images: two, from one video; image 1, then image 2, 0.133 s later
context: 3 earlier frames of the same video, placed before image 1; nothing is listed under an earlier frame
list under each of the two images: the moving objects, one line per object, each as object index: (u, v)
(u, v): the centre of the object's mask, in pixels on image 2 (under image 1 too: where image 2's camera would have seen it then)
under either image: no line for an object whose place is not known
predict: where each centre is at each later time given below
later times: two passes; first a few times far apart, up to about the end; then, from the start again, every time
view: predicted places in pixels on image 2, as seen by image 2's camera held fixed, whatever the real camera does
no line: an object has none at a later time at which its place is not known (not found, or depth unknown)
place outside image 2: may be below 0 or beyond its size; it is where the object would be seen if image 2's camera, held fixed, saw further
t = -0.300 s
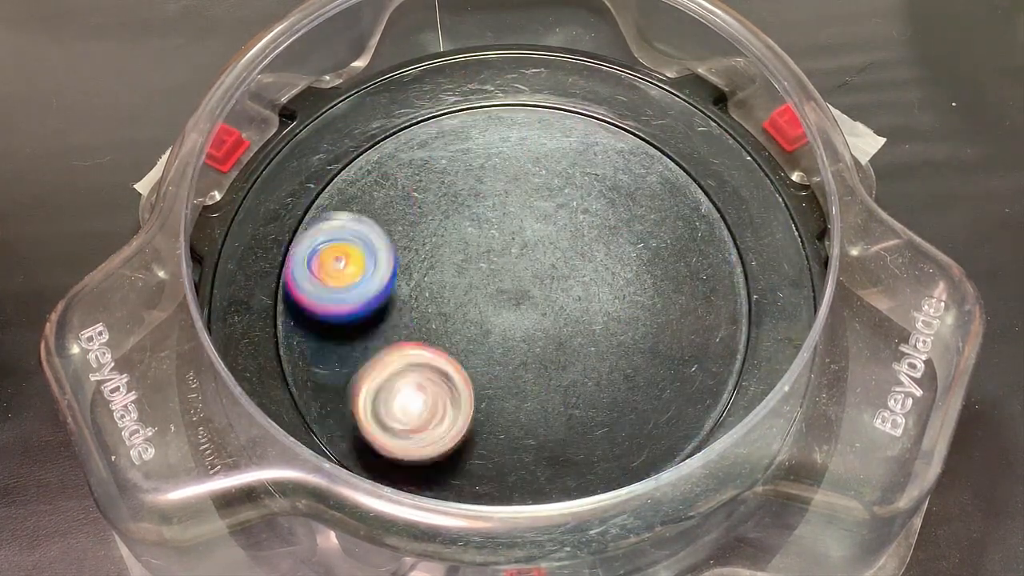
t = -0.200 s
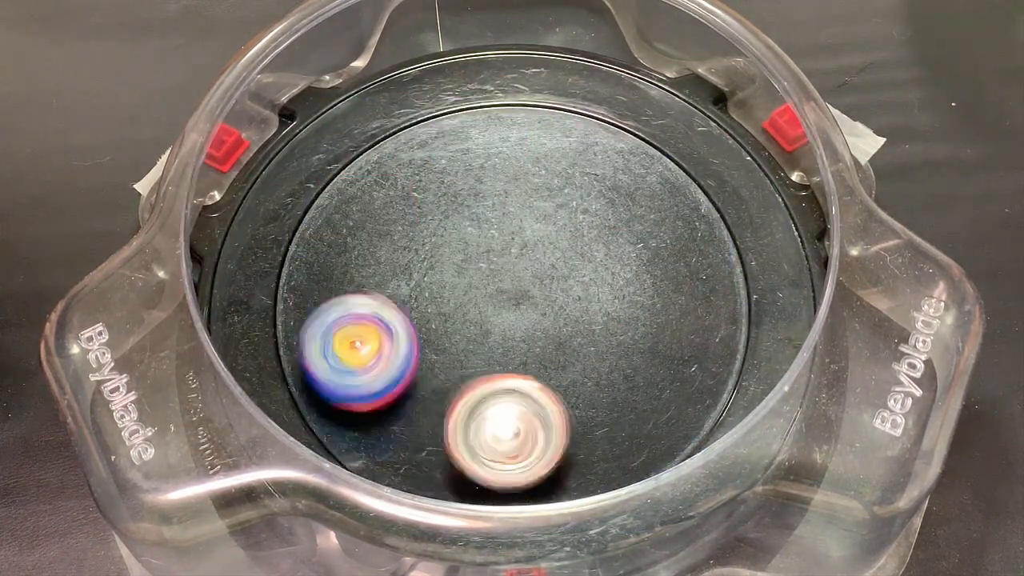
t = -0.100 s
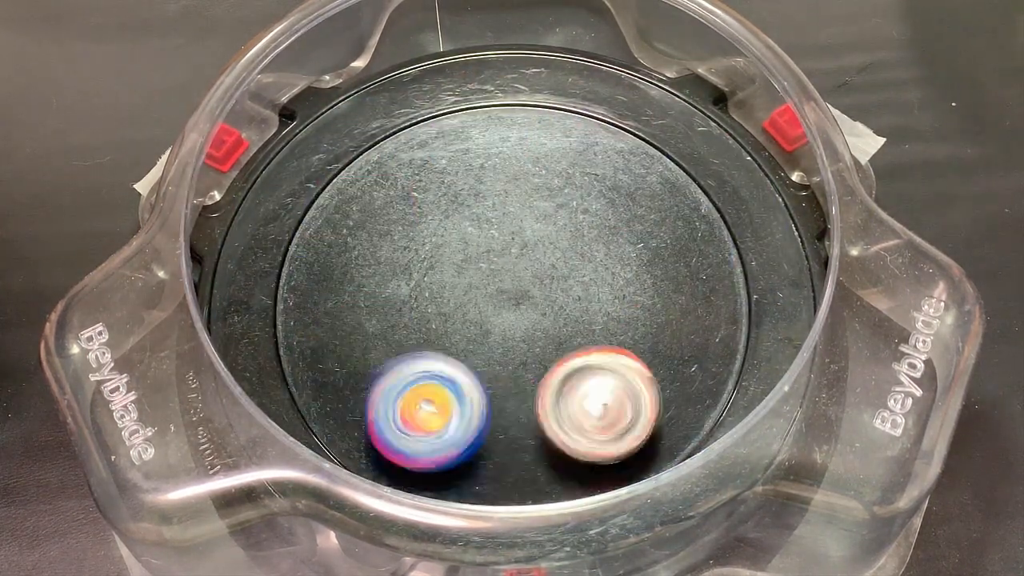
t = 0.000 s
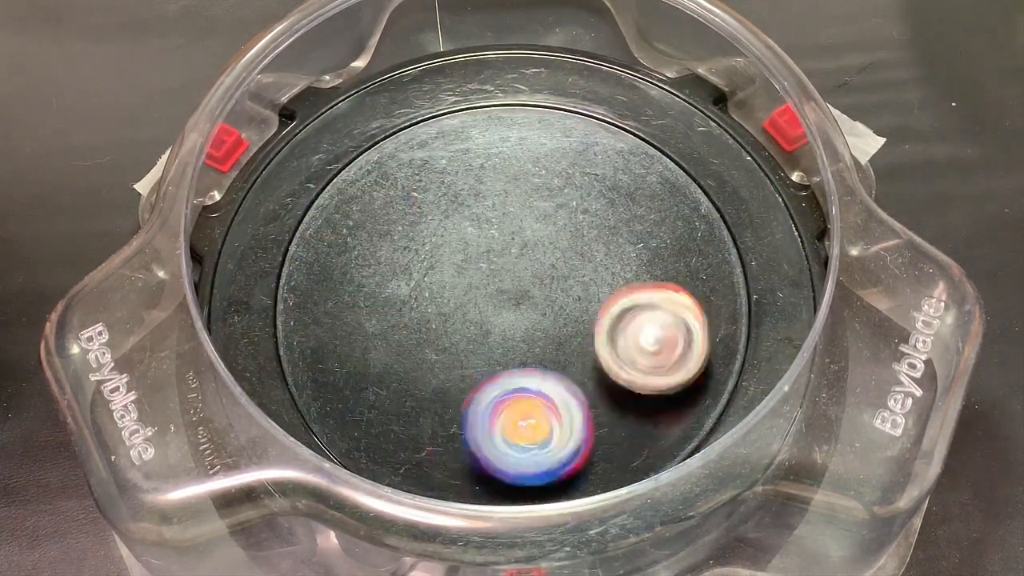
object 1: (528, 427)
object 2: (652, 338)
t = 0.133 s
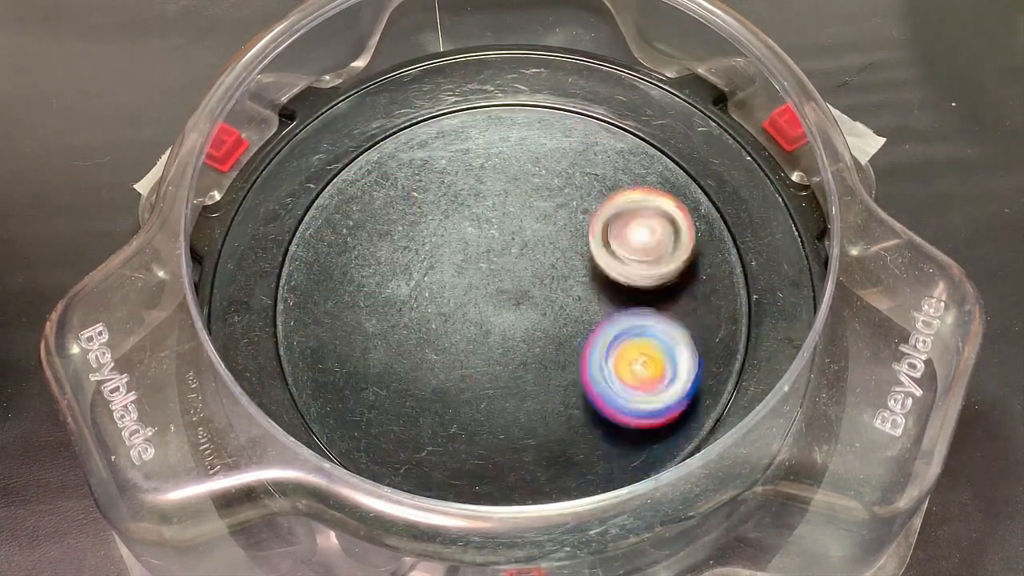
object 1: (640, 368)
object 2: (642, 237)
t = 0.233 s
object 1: (671, 289)
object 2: (589, 187)
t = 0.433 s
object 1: (594, 159)
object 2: (462, 183)
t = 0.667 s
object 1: (413, 167)
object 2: (412, 302)
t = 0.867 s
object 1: (354, 306)
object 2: (494, 356)
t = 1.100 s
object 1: (511, 424)
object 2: (586, 292)
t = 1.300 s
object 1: (659, 336)
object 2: (566, 241)
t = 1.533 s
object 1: (612, 176)
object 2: (492, 247)
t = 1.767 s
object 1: (434, 163)
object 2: (463, 287)
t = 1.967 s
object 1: (352, 283)
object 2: (491, 304)
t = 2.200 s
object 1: (472, 417)
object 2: (523, 292)
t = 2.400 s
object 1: (634, 361)
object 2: (534, 278)
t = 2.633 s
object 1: (629, 197)
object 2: (527, 260)
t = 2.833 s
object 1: (491, 146)
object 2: (514, 260)
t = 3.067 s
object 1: (363, 247)
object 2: (510, 264)
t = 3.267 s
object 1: (413, 383)
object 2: (516, 264)
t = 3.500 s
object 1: (606, 385)
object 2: (524, 264)
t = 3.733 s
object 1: (650, 229)
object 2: (525, 265)
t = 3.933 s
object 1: (530, 154)
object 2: (520, 268)
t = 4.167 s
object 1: (382, 223)
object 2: (516, 267)
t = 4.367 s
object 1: (390, 357)
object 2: (516, 263)
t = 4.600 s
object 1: (566, 401)
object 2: (516, 262)
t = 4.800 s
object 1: (654, 287)
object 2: (516, 264)
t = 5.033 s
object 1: (563, 163)
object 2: (518, 264)
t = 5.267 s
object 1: (405, 195)
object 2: (520, 262)
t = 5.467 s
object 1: (375, 322)
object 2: (519, 263)
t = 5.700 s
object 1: (526, 407)
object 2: (521, 265)
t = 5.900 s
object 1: (645, 324)
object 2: (522, 264)
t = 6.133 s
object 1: (599, 188)
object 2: (521, 267)
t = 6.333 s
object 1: (467, 170)
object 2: (522, 267)
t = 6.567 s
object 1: (376, 278)
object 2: (521, 267)
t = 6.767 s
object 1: (446, 387)
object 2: (521, 264)
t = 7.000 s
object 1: (610, 358)
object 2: (519, 265)
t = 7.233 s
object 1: (622, 220)
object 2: (516, 263)
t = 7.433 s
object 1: (561, 126)
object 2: (462, 306)
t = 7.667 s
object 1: (472, 132)
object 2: (425, 352)
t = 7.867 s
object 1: (456, 233)
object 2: (455, 351)
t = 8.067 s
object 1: (532, 258)
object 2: (501, 432)
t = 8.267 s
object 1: (612, 276)
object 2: (532, 357)
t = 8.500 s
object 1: (613, 251)
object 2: (497, 244)
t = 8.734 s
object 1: (549, 303)
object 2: (441, 185)
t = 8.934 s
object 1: (524, 353)
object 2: (450, 194)
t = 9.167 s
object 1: (508, 344)
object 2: (523, 243)
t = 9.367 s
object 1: (475, 367)
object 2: (599, 230)
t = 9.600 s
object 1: (478, 328)
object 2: (614, 260)
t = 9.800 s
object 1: (464, 261)
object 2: (572, 313)
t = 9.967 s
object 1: (446, 230)
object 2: (527, 347)
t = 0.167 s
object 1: (656, 344)
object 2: (628, 217)
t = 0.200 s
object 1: (666, 318)
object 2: (609, 200)
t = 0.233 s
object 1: (671, 289)
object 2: (589, 187)
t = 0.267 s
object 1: (670, 262)
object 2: (568, 178)
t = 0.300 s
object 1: (663, 236)
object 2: (545, 170)
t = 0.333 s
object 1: (652, 213)
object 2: (523, 167)
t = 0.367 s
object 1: (635, 191)
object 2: (502, 170)
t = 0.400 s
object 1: (617, 174)
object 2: (481, 174)
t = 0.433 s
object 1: (594, 159)
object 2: (462, 183)
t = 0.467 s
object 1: (569, 148)
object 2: (445, 196)
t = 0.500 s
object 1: (543, 140)
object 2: (431, 209)
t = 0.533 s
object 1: (515, 137)
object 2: (419, 227)
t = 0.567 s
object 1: (487, 138)
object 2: (411, 247)
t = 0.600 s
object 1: (460, 144)
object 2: (408, 264)
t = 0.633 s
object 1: (435, 154)
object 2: (408, 284)
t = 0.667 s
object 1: (413, 167)
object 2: (412, 302)
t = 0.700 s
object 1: (392, 184)
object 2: (419, 318)
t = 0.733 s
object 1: (376, 204)
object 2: (430, 332)
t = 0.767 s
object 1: (363, 226)
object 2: (443, 345)
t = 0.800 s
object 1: (354, 251)
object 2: (457, 353)
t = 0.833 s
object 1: (350, 279)
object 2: (475, 356)
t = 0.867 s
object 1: (354, 306)
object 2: (494, 356)
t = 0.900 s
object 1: (363, 333)
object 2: (510, 354)
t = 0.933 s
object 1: (377, 358)
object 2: (528, 348)
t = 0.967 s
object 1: (396, 379)
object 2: (546, 337)
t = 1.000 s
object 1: (420, 398)
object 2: (560, 328)
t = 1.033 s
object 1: (449, 412)
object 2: (571, 316)
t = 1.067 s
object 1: (479, 421)
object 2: (579, 304)
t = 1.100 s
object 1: (511, 424)
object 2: (586, 292)
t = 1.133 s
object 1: (543, 421)
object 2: (588, 282)
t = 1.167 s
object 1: (573, 413)
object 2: (587, 270)
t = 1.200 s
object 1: (600, 400)
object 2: (586, 260)
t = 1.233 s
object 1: (625, 382)
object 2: (582, 254)
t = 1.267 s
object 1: (644, 360)
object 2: (574, 247)
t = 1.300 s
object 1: (659, 336)
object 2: (566, 241)
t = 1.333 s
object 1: (669, 311)
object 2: (556, 240)
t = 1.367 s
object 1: (672, 285)
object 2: (544, 238)
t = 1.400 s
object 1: (669, 258)
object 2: (532, 237)
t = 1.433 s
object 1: (661, 234)
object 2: (523, 239)
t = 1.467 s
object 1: (648, 212)
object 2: (512, 242)
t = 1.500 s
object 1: (631, 192)
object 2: (501, 244)
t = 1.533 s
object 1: (612, 176)
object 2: (492, 247)
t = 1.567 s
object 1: (589, 163)
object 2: (485, 253)
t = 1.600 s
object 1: (563, 153)
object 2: (477, 258)
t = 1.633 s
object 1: (537, 148)
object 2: (471, 263)
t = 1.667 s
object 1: (510, 146)
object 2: (467, 269)
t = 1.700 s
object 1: (483, 148)
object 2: (465, 276)
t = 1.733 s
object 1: (458, 153)
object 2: (463, 282)
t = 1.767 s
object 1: (434, 163)
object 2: (463, 287)
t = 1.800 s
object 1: (411, 177)
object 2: (466, 291)
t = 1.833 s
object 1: (392, 193)
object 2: (470, 297)
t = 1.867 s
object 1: (376, 212)
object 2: (473, 300)
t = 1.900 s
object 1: (364, 234)
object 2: (478, 301)
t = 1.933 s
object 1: (355, 259)
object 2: (485, 302)
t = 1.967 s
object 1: (352, 283)
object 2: (491, 304)
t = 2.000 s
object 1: (354, 308)
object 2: (495, 303)
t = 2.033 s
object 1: (363, 332)
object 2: (501, 301)
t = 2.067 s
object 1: (376, 356)
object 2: (507, 300)
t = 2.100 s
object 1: (394, 377)
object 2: (512, 299)
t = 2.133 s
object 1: (417, 395)
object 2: (515, 297)
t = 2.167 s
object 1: (443, 408)
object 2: (519, 294)
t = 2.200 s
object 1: (472, 417)
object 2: (523, 292)
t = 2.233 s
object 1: (502, 420)
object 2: (526, 290)
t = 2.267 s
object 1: (533, 418)
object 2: (528, 288)
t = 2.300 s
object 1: (562, 410)
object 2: (530, 285)
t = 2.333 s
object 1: (590, 398)
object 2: (533, 282)
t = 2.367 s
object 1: (614, 381)
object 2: (534, 280)
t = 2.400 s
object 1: (634, 361)
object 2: (534, 278)
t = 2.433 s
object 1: (648, 338)
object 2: (534, 274)
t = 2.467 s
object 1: (659, 314)
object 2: (534, 271)
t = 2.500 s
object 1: (663, 288)
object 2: (534, 269)
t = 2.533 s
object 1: (662, 263)
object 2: (533, 267)
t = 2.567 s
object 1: (655, 239)
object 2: (530, 264)
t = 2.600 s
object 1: (644, 216)
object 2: (528, 262)
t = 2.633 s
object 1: (629, 197)
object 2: (527, 260)
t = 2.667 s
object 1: (612, 180)
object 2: (525, 260)
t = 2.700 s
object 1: (590, 166)
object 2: (522, 260)
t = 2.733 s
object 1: (567, 156)
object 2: (518, 258)
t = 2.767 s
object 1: (543, 149)
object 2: (517, 258)
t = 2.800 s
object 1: (517, 146)
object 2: (516, 258)
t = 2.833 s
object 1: (491, 146)
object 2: (514, 260)
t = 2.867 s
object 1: (465, 150)
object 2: (512, 260)
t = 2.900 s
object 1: (442, 159)
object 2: (510, 261)
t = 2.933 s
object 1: (420, 170)
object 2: (510, 261)
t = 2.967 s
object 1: (400, 185)
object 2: (511, 262)
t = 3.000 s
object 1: (385, 203)
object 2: (511, 263)
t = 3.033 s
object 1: (372, 224)
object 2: (510, 264)
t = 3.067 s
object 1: (363, 247)
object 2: (510, 264)
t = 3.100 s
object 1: (359, 272)
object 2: (511, 263)
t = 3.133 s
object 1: (359, 296)
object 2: (513, 265)
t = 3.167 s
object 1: (365, 321)
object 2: (513, 265)
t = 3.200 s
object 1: (376, 344)
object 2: (513, 265)
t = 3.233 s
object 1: (393, 365)
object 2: (514, 265)
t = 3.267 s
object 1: (413, 383)
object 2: (516, 264)
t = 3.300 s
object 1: (438, 398)
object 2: (518, 264)
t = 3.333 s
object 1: (465, 409)
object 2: (519, 265)
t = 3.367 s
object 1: (494, 414)
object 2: (519, 264)
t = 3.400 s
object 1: (524, 414)
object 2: (520, 264)
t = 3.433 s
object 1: (554, 409)
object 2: (522, 263)
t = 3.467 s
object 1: (582, 399)
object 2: (524, 263)
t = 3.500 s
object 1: (606, 385)
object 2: (524, 264)
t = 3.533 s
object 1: (628, 368)
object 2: (525, 264)
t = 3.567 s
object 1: (644, 348)
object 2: (525, 264)
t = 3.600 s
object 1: (656, 325)
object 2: (525, 263)
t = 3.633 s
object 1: (663, 300)
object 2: (525, 263)
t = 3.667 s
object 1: (664, 275)
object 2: (526, 264)
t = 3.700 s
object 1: (660, 251)
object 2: (525, 265)
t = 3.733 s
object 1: (650, 229)
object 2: (525, 265)
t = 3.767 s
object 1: (637, 209)
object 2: (523, 265)
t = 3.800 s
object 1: (620, 191)
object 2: (523, 265)
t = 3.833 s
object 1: (601, 177)
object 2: (523, 266)
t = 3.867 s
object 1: (579, 166)
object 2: (522, 267)
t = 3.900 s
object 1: (555, 159)
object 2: (521, 268)
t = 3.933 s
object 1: (530, 154)
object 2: (520, 268)
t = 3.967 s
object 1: (504, 154)
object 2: (519, 268)
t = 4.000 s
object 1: (479, 157)
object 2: (519, 268)
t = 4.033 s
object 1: (455, 163)
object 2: (519, 268)
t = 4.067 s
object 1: (433, 173)
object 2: (518, 268)
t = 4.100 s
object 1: (412, 187)
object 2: (518, 268)
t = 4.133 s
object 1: (395, 204)
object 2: (517, 268)
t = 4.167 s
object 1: (382, 223)
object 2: (516, 267)
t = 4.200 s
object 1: (371, 244)
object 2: (516, 265)
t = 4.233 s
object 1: (365, 267)
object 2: (516, 264)
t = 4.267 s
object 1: (363, 290)
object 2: (517, 264)
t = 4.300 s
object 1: (367, 313)
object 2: (517, 264)
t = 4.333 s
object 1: (376, 337)
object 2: (516, 264)
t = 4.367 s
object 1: (390, 357)
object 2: (516, 263)
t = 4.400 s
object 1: (406, 375)
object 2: (516, 262)
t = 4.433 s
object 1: (427, 391)
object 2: (516, 261)
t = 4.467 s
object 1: (452, 404)
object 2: (516, 261)
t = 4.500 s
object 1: (480, 411)
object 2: (517, 262)
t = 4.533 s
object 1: (509, 413)
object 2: (516, 262)
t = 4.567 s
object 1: (538, 410)
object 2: (516, 262)
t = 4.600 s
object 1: (566, 401)
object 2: (516, 262)
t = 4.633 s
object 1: (591, 388)
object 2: (515, 262)
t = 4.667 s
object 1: (612, 374)
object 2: (516, 262)
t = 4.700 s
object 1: (630, 355)
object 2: (516, 262)
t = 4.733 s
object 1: (643, 333)
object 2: (517, 263)
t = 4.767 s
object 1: (650, 311)
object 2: (517, 264)
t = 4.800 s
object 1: (654, 287)
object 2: (516, 264)
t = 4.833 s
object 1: (652, 264)
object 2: (516, 264)
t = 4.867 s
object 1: (645, 242)
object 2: (516, 264)
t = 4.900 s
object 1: (635, 221)
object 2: (516, 264)
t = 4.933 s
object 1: (623, 202)
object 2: (517, 263)
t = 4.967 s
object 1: (605, 186)
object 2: (518, 263)
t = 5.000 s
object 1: (584, 172)
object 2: (518, 263)
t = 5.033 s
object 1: (563, 163)
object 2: (518, 264)
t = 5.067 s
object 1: (538, 157)
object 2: (518, 264)
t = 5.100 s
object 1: (515, 155)
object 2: (518, 263)
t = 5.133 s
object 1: (490, 155)
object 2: (518, 263)
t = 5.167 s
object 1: (465, 160)
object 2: (518, 262)
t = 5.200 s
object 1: (443, 169)
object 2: (519, 262)
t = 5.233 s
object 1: (424, 179)
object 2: (519, 262)
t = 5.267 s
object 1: (405, 195)
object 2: (520, 262)
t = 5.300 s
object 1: (391, 212)
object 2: (520, 263)
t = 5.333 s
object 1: (380, 232)
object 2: (520, 263)
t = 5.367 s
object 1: (371, 253)
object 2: (520, 263)
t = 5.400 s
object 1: (367, 276)
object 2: (519, 263)
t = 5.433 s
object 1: (369, 298)
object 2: (519, 263)
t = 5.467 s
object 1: (375, 322)
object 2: (519, 263)
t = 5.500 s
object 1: (387, 344)
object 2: (519, 263)
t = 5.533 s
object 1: (403, 364)
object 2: (520, 263)
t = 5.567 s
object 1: (423, 380)
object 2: (521, 263)
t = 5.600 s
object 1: (447, 393)
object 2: (521, 264)
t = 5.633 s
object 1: (472, 402)
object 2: (521, 264)
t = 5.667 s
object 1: (498, 407)
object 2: (521, 265)
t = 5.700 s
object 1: (526, 407)
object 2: (521, 265)
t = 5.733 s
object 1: (554, 402)
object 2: (521, 264)
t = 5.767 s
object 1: (579, 392)
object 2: (521, 264)
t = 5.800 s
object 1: (602, 379)
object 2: (521, 264)
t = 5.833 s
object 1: (621, 363)
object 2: (521, 264)
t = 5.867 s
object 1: (635, 345)
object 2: (521, 264)
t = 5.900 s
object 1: (645, 324)
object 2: (522, 264)
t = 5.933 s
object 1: (652, 303)
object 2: (522, 265)
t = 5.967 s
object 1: (653, 280)
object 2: (522, 266)
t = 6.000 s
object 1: (651, 258)
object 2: (522, 266)
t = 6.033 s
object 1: (643, 237)
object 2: (522, 267)
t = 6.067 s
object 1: (630, 218)
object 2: (521, 267)
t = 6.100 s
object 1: (617, 202)
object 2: (521, 267)
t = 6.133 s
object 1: (599, 188)
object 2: (521, 267)
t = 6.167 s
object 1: (579, 177)
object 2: (521, 266)
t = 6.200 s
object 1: (559, 169)
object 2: (521, 266)
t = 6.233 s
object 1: (537, 164)
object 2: (521, 266)
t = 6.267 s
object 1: (513, 163)
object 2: (521, 266)
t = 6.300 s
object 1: (490, 164)
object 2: (522, 267)
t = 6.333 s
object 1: (467, 170)
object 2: (522, 267)
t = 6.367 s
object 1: (447, 178)
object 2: (522, 267)
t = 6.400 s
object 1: (427, 189)
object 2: (522, 268)
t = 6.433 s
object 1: (411, 203)
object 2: (522, 268)
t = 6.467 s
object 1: (397, 220)
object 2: (521, 268)
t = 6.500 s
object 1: (387, 238)
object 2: (521, 268)
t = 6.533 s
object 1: (379, 258)
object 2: (521, 267)
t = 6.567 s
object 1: (376, 278)
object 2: (521, 267)
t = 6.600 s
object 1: (377, 299)
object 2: (521, 266)
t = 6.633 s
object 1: (383, 322)
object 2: (521, 266)
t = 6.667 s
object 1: (394, 341)
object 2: (521, 265)
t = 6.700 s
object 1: (409, 359)
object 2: (521, 265)
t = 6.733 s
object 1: (426, 374)
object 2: (521, 265)
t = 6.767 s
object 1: (446, 387)
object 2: (521, 264)
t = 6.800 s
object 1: (471, 396)
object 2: (521, 264)
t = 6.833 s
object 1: (497, 400)
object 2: (521, 264)
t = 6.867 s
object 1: (523, 400)
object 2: (521, 265)
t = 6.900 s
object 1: (549, 393)
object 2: (520, 265)
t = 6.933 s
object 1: (569, 385)
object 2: (520, 265)
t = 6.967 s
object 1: (591, 373)
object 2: (519, 265)
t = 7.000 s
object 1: (610, 358)
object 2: (519, 265)
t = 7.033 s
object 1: (624, 339)
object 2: (518, 264)
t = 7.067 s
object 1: (635, 320)
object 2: (518, 264)
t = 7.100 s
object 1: (640, 300)
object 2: (517, 264)
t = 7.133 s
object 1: (641, 279)
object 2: (517, 263)
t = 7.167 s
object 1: (639, 259)
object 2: (517, 263)
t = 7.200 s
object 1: (633, 239)
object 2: (516, 263)
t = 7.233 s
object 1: (622, 220)
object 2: (516, 263)
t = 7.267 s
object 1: (608, 205)
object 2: (516, 263)
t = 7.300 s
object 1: (592, 192)
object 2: (517, 262)
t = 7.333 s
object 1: (575, 182)
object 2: (516, 263)
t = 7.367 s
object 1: (571, 161)
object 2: (499, 277)
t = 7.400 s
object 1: (567, 141)
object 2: (479, 293)
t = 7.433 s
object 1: (561, 126)
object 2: (462, 306)
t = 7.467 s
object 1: (552, 115)
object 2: (448, 318)
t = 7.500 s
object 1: (540, 109)
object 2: (437, 328)
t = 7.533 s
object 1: (528, 107)
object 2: (430, 337)
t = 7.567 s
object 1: (515, 106)
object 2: (425, 344)
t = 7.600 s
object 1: (501, 110)
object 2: (423, 349)
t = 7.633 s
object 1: (487, 118)
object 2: (423, 351)
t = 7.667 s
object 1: (472, 132)
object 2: (425, 352)
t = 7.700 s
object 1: (459, 148)
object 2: (428, 352)
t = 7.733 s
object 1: (452, 168)
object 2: (433, 349)
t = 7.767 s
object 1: (446, 190)
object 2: (439, 344)
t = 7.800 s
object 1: (445, 213)
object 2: (446, 338)
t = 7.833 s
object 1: (446, 234)
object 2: (454, 331)
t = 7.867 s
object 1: (456, 233)
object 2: (455, 351)
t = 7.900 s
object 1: (466, 230)
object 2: (457, 374)
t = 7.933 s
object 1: (478, 231)
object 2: (464, 395)
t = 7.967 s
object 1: (491, 235)
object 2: (472, 413)
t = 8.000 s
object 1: (502, 242)
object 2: (481, 425)
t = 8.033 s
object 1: (517, 251)
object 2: (492, 431)
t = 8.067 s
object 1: (532, 258)
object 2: (501, 432)
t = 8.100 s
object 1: (547, 264)
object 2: (510, 427)
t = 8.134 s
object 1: (562, 268)
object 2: (518, 419)
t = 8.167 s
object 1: (576, 271)
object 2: (524, 407)
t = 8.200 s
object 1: (590, 274)
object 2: (528, 392)
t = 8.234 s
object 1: (604, 275)
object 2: (530, 376)
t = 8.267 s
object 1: (612, 276)
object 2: (532, 357)
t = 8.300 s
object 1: (621, 274)
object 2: (531, 337)
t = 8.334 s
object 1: (628, 272)
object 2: (528, 318)
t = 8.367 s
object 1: (631, 267)
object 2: (523, 301)
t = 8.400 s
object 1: (634, 262)
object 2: (517, 285)
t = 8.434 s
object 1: (630, 257)
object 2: (510, 271)
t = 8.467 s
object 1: (622, 253)
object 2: (503, 257)
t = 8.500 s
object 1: (613, 251)
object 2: (497, 244)
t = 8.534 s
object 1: (601, 251)
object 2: (491, 232)
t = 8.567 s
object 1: (586, 255)
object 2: (484, 222)
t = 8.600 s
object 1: (577, 262)
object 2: (473, 212)
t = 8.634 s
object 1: (570, 272)
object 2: (463, 203)
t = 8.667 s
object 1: (563, 281)
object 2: (454, 195)
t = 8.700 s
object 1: (555, 292)
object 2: (447, 189)
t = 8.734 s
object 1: (549, 303)
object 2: (441, 185)
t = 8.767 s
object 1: (542, 314)
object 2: (438, 183)
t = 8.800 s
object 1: (537, 324)
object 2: (436, 183)
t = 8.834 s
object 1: (533, 333)
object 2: (437, 184)
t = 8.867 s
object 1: (528, 342)
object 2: (440, 186)
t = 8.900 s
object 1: (526, 348)
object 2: (444, 190)
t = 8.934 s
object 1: (524, 353)
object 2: (450, 194)
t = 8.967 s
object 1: (521, 357)
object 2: (457, 200)
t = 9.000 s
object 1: (521, 358)
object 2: (466, 206)
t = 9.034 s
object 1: (518, 358)
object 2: (476, 214)
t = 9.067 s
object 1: (518, 356)
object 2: (487, 222)
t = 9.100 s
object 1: (515, 353)
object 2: (498, 230)
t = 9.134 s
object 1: (512, 349)
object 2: (509, 238)
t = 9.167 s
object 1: (508, 344)
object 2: (523, 243)
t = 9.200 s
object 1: (499, 349)
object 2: (540, 241)
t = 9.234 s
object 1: (492, 355)
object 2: (555, 237)
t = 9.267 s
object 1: (486, 359)
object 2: (569, 233)
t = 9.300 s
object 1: (481, 363)
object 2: (581, 231)
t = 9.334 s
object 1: (477, 366)
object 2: (590, 229)
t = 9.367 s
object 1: (475, 367)
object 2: (599, 230)
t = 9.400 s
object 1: (474, 366)
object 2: (606, 231)
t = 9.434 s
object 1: (474, 363)
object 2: (611, 234)
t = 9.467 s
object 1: (475, 360)
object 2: (615, 237)
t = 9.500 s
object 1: (477, 354)
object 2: (618, 241)
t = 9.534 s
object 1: (477, 346)
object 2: (618, 246)
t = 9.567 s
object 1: (478, 336)
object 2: (616, 252)
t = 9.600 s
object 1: (478, 328)
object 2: (614, 260)
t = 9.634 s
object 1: (478, 316)
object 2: (608, 267)
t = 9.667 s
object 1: (477, 305)
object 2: (602, 276)
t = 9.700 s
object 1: (474, 292)
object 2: (596, 286)
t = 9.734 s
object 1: (472, 282)
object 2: (589, 296)
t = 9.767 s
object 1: (468, 270)
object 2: (581, 304)
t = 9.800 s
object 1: (464, 261)
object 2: (572, 313)
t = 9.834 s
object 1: (460, 250)
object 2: (564, 320)
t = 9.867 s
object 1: (456, 244)
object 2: (555, 327)
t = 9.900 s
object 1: (452, 238)
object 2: (545, 335)
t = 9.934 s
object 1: (449, 234)
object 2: (536, 342)
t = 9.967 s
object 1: (446, 230)
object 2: (527, 347)
